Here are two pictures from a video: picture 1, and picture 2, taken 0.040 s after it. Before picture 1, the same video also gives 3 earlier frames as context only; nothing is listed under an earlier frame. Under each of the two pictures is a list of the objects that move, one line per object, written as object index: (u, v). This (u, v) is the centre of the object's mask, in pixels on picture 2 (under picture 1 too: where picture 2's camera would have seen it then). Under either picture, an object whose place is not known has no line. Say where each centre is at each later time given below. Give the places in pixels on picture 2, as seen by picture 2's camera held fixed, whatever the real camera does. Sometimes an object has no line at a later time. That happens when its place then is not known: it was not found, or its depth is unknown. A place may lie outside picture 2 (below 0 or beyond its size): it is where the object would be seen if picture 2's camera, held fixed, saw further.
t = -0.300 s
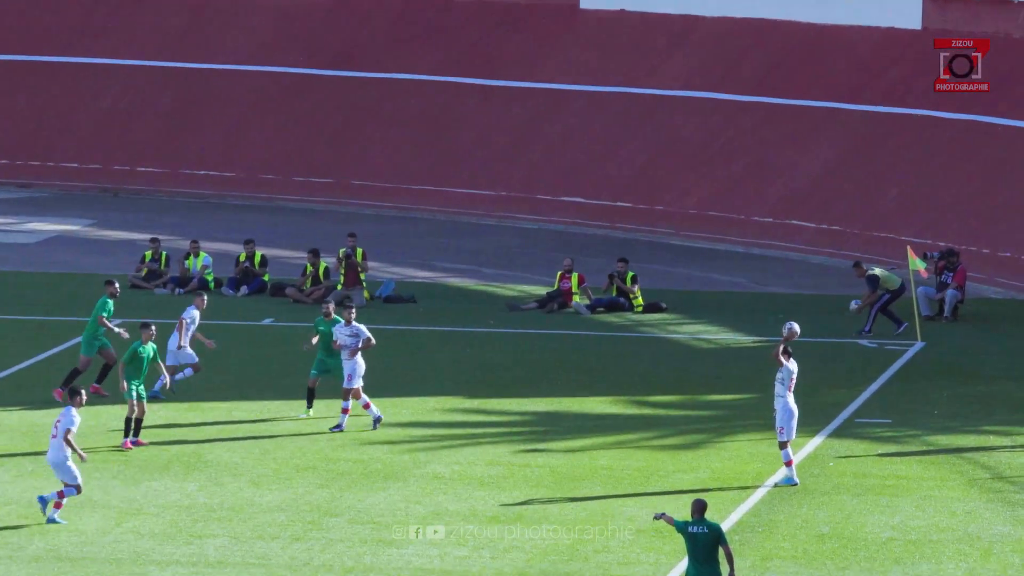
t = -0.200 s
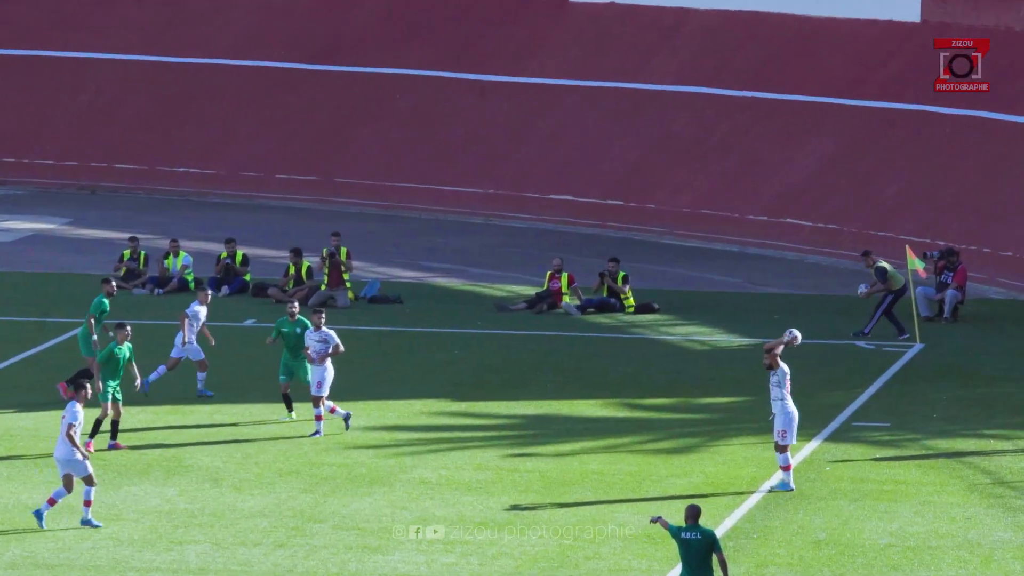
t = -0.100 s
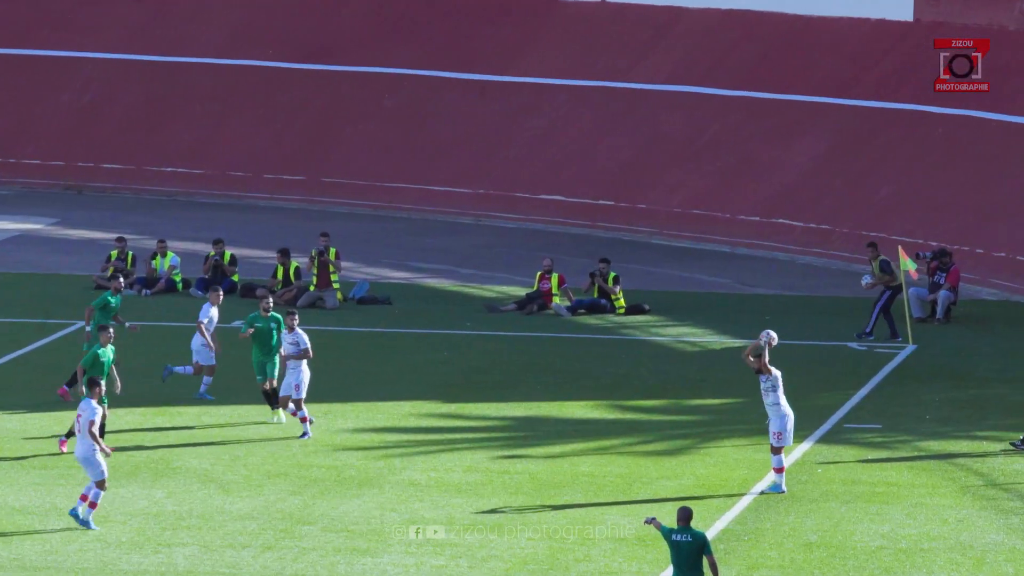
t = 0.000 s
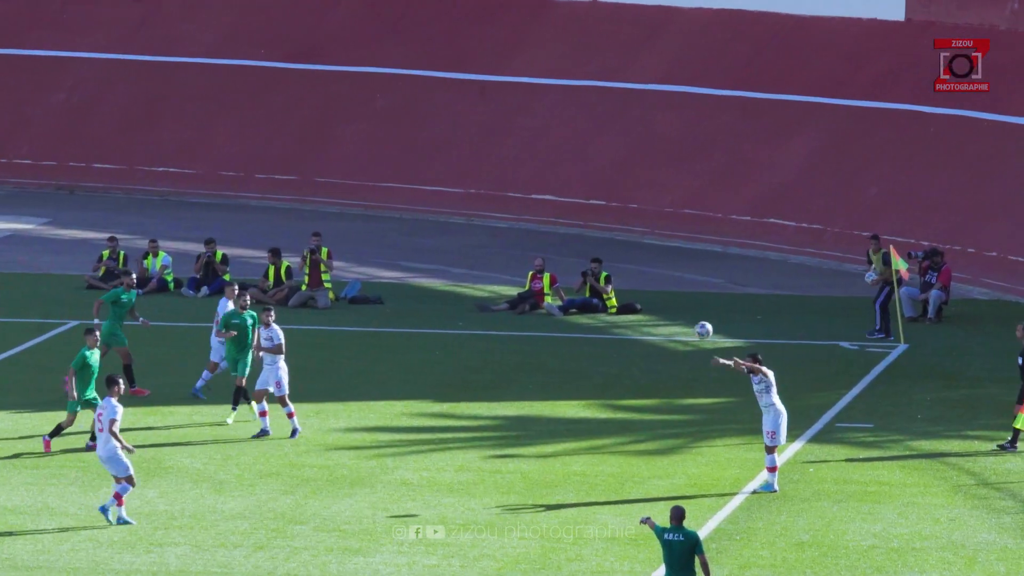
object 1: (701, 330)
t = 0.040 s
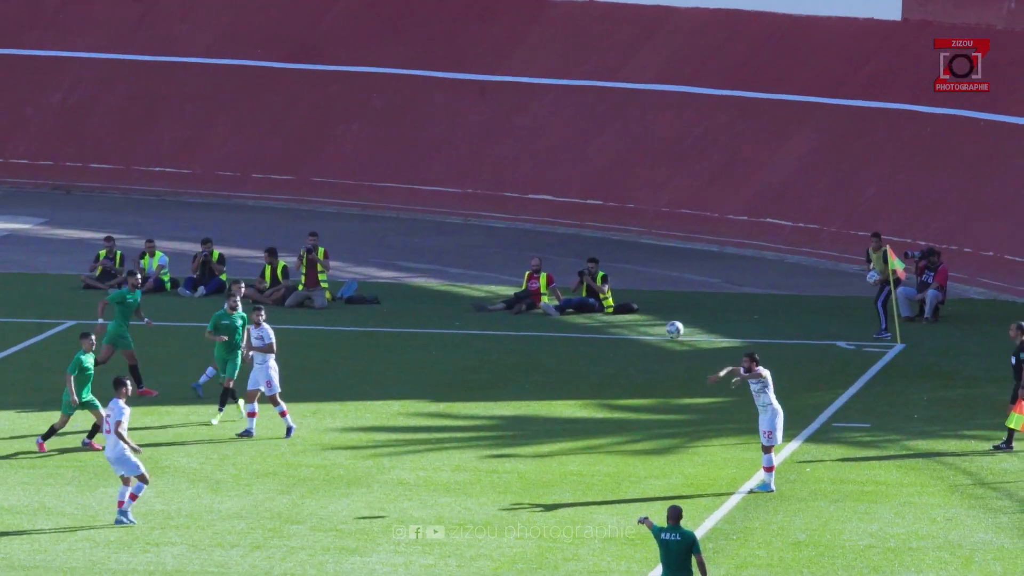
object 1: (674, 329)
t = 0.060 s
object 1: (662, 330)
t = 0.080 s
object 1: (649, 330)
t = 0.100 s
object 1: (635, 331)
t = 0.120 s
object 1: (623, 333)
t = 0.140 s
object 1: (610, 334)
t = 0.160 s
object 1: (597, 336)
